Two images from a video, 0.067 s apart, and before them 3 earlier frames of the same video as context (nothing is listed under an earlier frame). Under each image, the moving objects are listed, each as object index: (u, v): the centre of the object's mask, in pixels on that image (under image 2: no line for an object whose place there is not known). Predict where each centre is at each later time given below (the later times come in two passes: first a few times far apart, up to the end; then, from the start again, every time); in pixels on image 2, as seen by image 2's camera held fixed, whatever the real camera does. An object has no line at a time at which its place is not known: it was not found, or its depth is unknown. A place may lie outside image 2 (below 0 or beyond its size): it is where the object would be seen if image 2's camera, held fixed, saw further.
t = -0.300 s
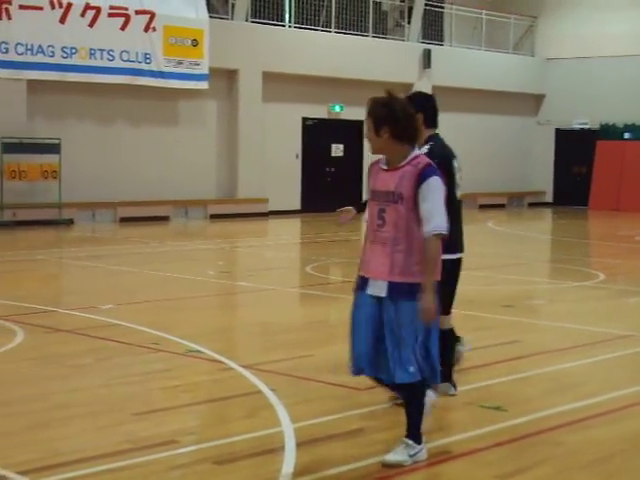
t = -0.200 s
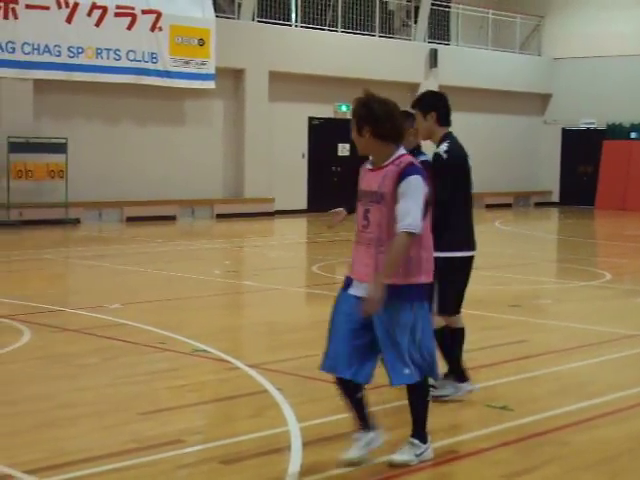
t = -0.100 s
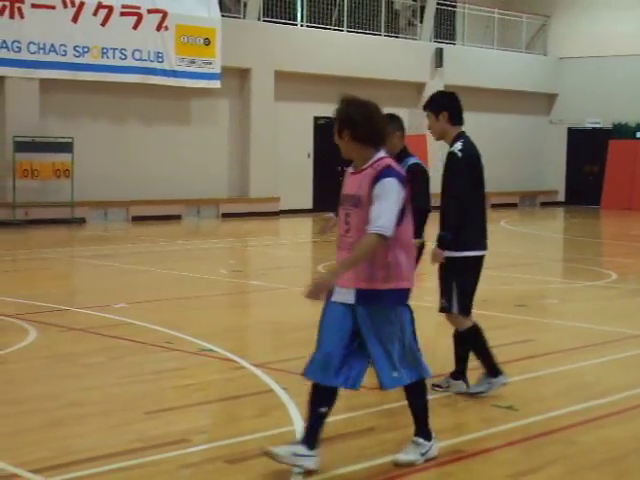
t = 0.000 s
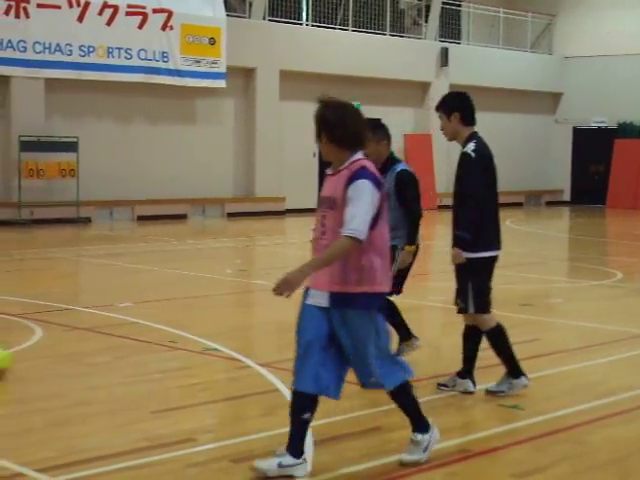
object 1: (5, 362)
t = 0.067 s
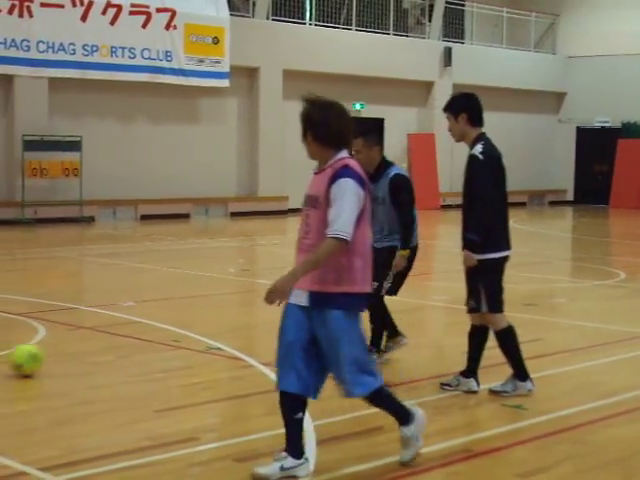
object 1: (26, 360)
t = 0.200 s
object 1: (82, 357)
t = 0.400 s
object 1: (160, 353)
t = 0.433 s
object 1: (168, 350)
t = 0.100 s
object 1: (40, 359)
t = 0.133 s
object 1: (53, 358)
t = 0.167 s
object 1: (67, 358)
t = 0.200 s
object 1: (82, 357)
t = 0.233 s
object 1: (94, 357)
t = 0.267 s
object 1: (108, 355)
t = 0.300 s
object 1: (122, 355)
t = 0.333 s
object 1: (134, 354)
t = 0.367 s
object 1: (148, 354)
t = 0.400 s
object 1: (160, 353)
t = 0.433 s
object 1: (168, 350)
